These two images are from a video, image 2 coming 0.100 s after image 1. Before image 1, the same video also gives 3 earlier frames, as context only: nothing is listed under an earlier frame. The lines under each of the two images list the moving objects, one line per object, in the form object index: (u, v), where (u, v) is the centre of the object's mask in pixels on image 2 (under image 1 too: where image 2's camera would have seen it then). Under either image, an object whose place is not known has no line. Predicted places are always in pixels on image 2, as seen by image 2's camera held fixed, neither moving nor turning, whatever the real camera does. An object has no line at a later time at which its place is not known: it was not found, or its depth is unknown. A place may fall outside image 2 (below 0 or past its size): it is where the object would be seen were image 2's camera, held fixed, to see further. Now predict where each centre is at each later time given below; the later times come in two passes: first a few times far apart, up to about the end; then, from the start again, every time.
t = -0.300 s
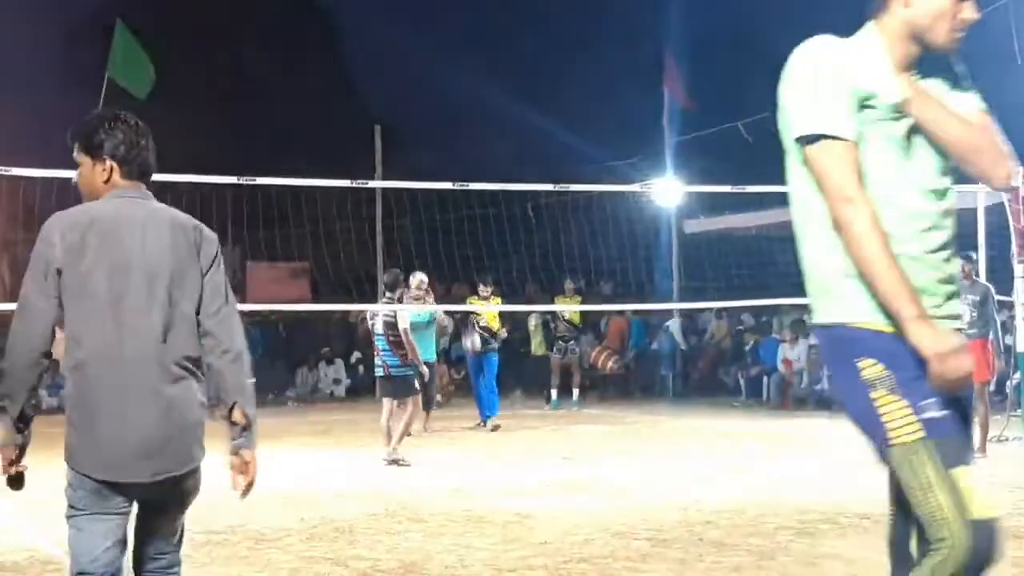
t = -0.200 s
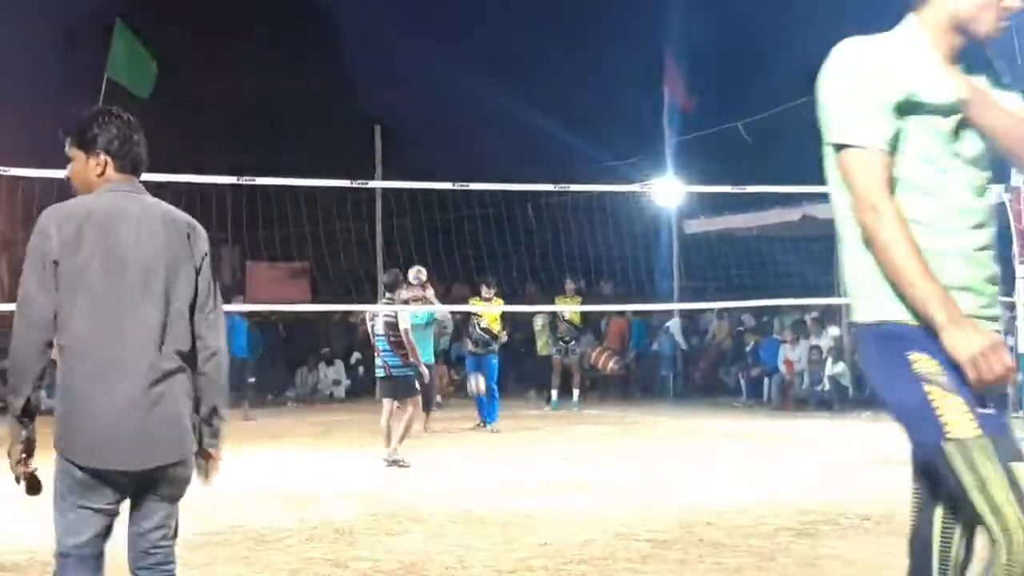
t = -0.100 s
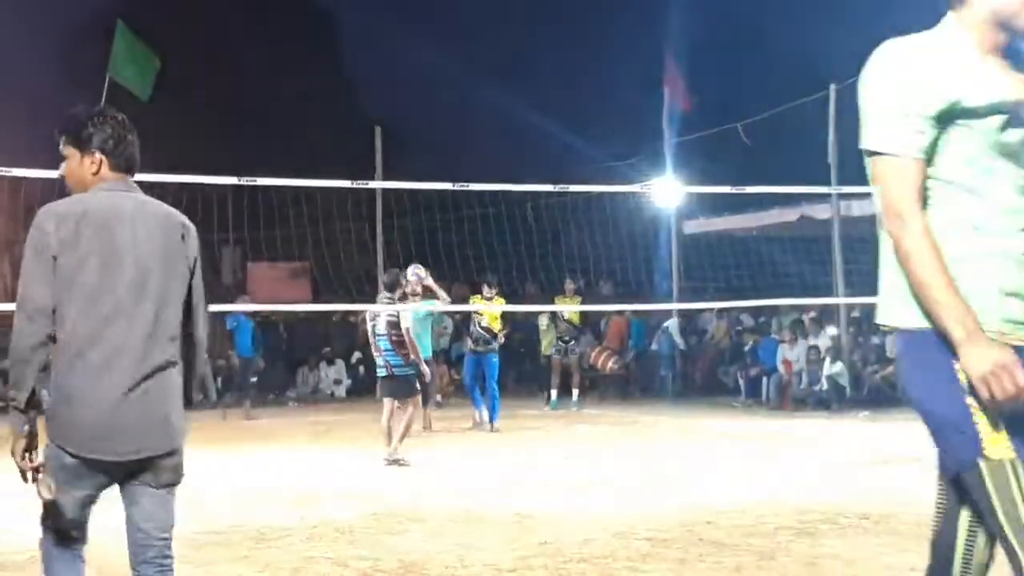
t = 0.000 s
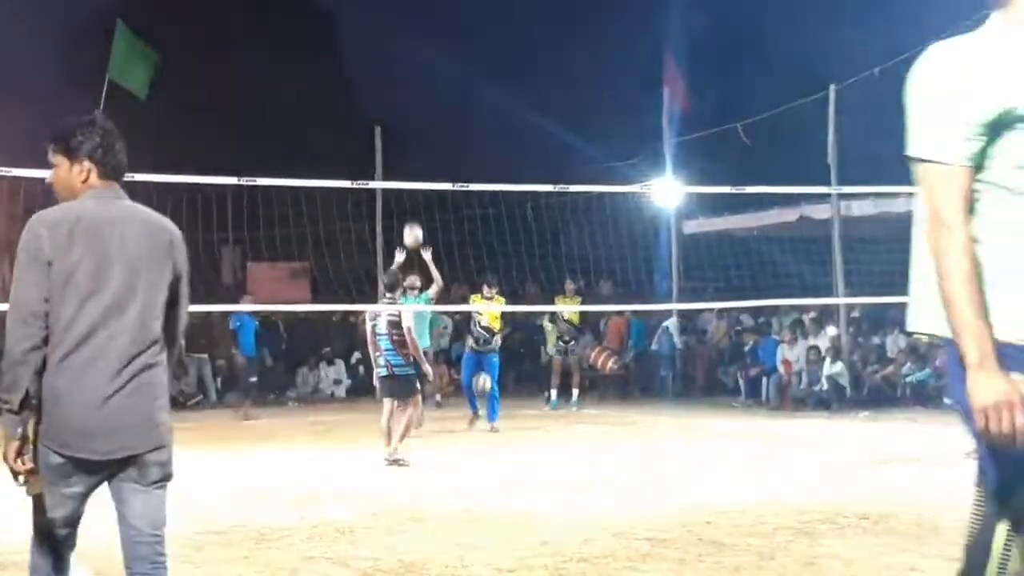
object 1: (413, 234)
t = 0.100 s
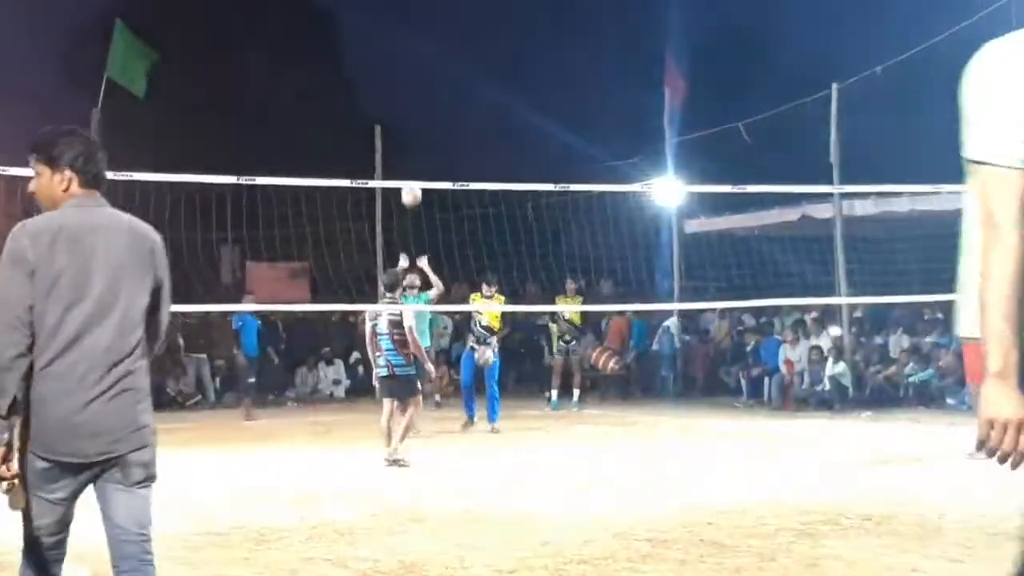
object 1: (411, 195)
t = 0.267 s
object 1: (409, 144)
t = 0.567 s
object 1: (405, 120)
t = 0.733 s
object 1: (403, 147)
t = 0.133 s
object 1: (411, 176)
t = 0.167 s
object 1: (410, 169)
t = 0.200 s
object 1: (410, 161)
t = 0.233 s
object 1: (410, 152)
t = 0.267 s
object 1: (409, 144)
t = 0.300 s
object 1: (409, 137)
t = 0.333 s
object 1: (408, 131)
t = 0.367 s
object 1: (408, 127)
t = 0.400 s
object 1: (407, 123)
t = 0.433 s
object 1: (407, 120)
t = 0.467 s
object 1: (407, 118)
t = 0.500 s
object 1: (406, 118)
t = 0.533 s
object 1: (406, 119)
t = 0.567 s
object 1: (405, 120)
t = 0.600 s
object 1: (405, 123)
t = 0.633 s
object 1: (404, 128)
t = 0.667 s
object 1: (404, 133)
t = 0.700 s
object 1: (403, 139)
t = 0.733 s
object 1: (403, 147)
